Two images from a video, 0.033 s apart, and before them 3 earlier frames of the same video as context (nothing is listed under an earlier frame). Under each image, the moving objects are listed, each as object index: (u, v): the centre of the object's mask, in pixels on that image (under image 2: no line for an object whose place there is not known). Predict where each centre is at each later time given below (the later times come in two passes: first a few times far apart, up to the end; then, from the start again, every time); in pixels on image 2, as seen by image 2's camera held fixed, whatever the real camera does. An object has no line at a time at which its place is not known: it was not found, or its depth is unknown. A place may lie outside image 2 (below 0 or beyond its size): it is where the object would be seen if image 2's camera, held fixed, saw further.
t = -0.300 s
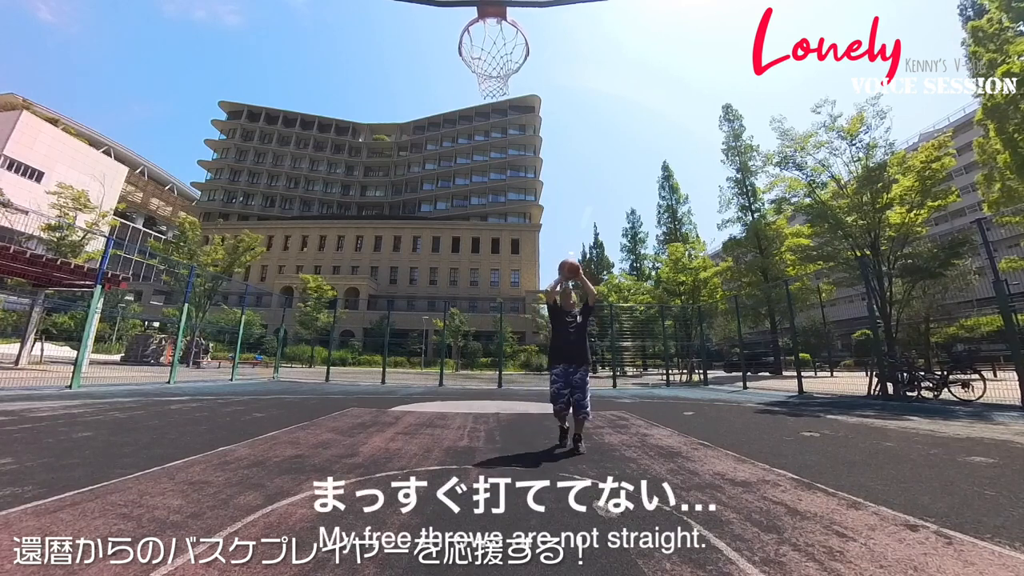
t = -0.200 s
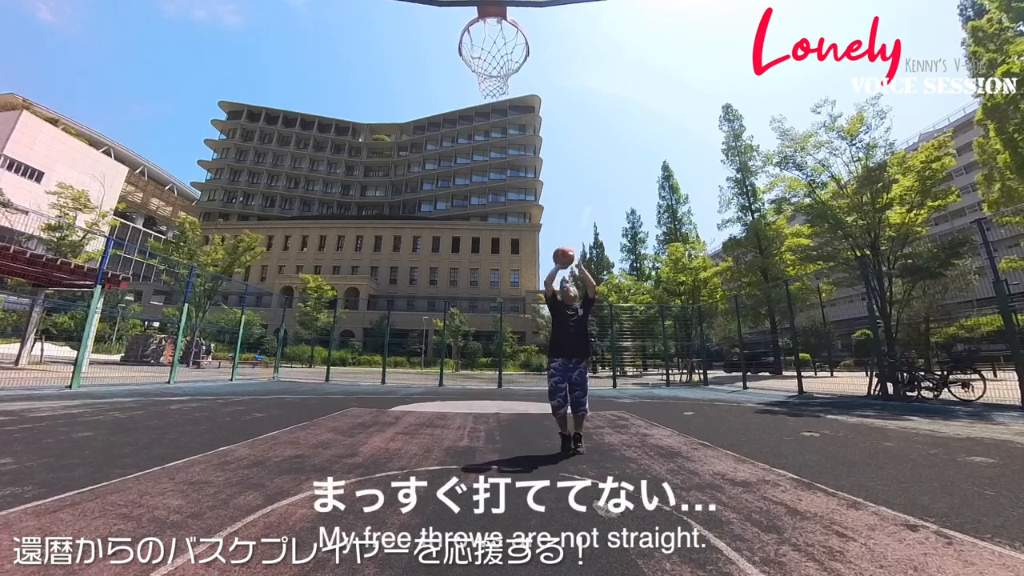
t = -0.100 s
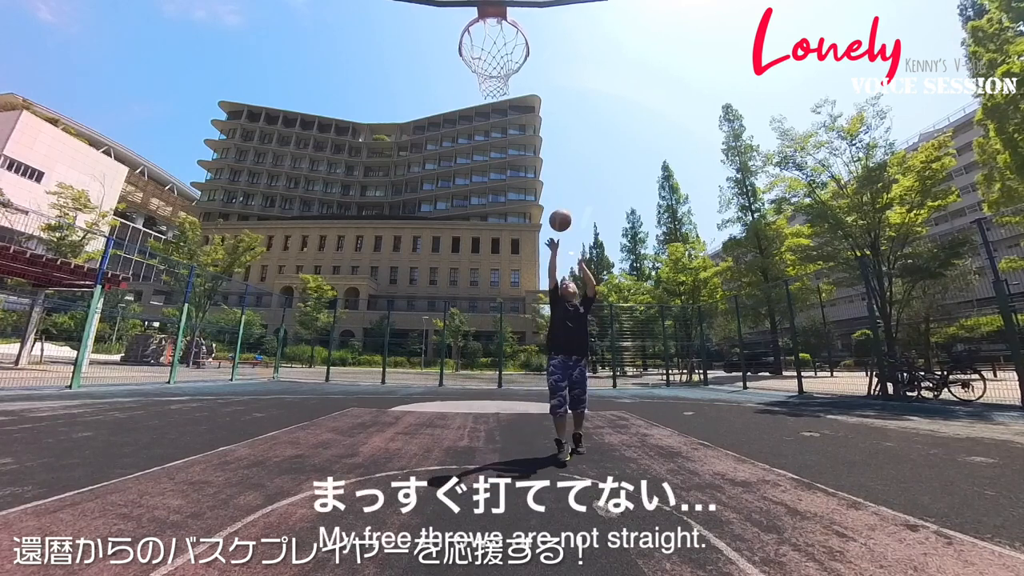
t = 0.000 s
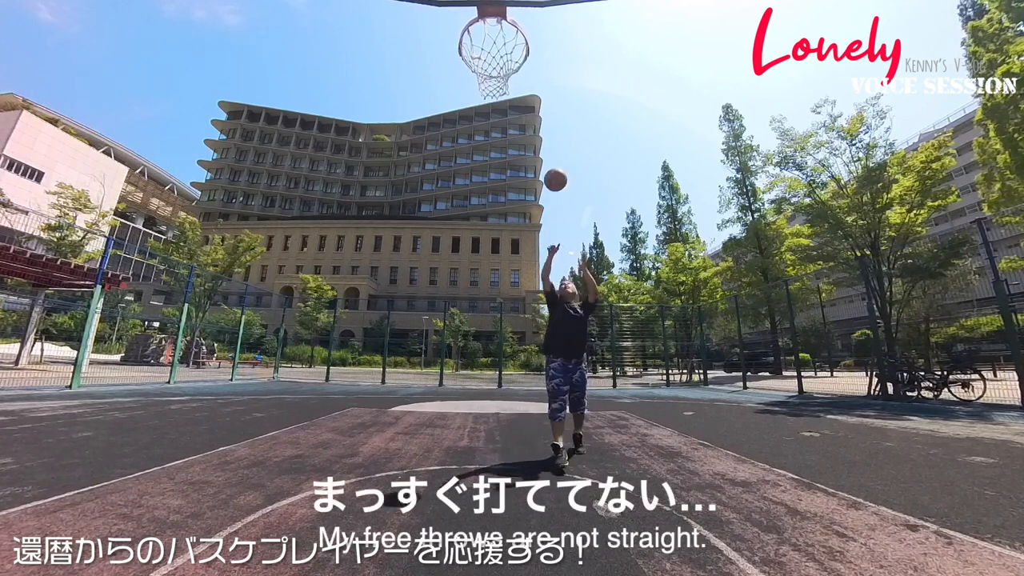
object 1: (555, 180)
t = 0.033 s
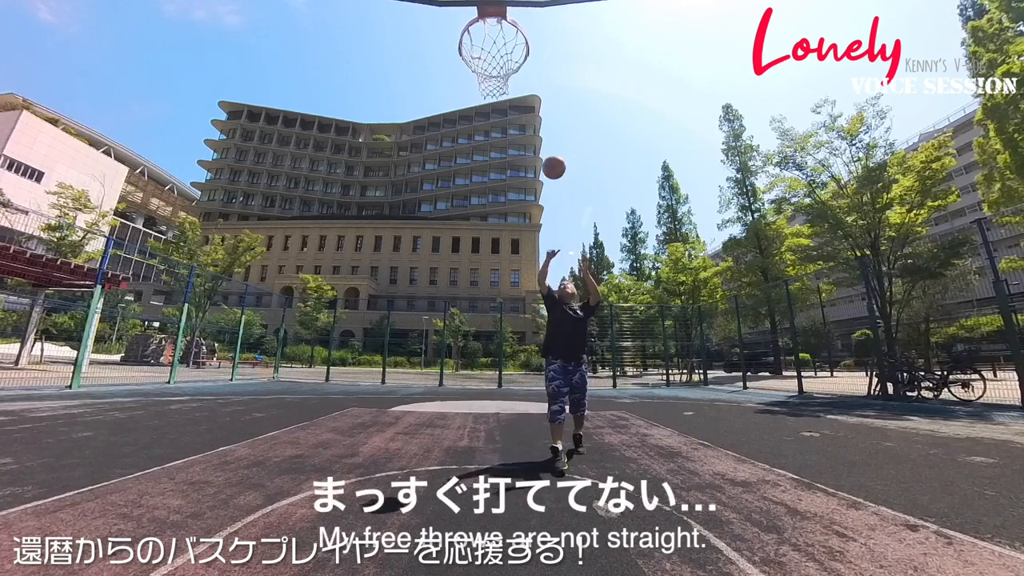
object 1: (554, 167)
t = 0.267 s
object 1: (542, 98)
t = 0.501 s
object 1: (538, 60)
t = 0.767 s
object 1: (597, 78)
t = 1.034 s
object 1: (666, 170)
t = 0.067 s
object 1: (552, 156)
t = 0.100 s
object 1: (551, 144)
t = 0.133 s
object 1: (549, 134)
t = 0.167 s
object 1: (548, 124)
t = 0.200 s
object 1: (545, 115)
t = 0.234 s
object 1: (544, 106)
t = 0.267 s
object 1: (542, 98)
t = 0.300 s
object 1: (540, 90)
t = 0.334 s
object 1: (538, 83)
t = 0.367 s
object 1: (536, 77)
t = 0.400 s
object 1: (535, 71)
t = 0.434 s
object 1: (534, 67)
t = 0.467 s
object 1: (530, 61)
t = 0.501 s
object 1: (538, 60)
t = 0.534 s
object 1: (544, 58)
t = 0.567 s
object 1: (552, 58)
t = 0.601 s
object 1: (559, 59)
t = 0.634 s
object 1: (567, 60)
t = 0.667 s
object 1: (574, 63)
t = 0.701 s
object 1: (582, 67)
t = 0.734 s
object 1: (589, 72)
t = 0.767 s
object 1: (597, 78)
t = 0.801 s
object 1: (605, 85)
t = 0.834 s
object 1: (613, 93)
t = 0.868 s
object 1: (621, 103)
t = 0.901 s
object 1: (630, 113)
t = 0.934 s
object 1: (639, 125)
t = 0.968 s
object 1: (648, 138)
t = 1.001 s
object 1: (657, 154)
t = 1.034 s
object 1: (666, 170)
